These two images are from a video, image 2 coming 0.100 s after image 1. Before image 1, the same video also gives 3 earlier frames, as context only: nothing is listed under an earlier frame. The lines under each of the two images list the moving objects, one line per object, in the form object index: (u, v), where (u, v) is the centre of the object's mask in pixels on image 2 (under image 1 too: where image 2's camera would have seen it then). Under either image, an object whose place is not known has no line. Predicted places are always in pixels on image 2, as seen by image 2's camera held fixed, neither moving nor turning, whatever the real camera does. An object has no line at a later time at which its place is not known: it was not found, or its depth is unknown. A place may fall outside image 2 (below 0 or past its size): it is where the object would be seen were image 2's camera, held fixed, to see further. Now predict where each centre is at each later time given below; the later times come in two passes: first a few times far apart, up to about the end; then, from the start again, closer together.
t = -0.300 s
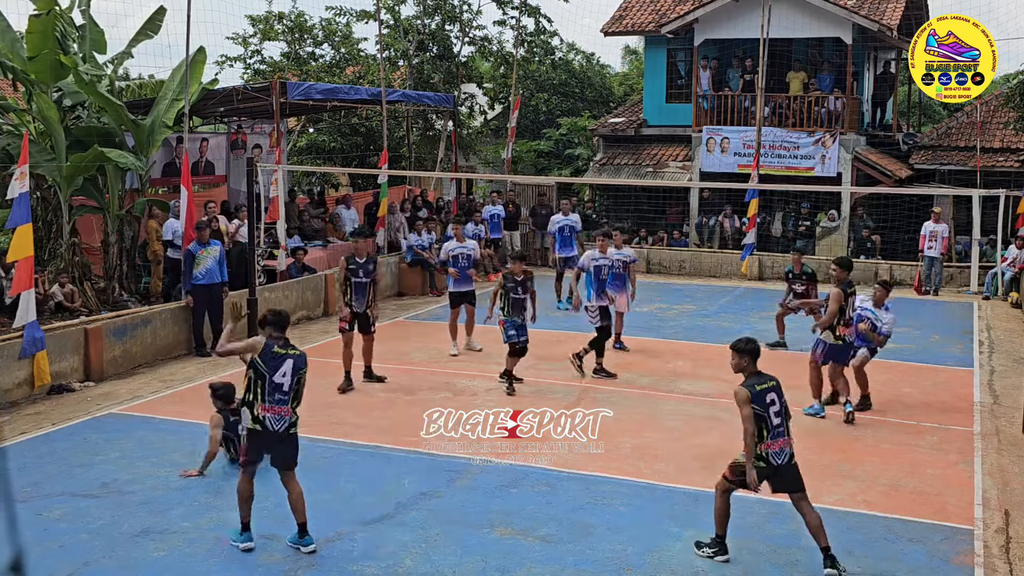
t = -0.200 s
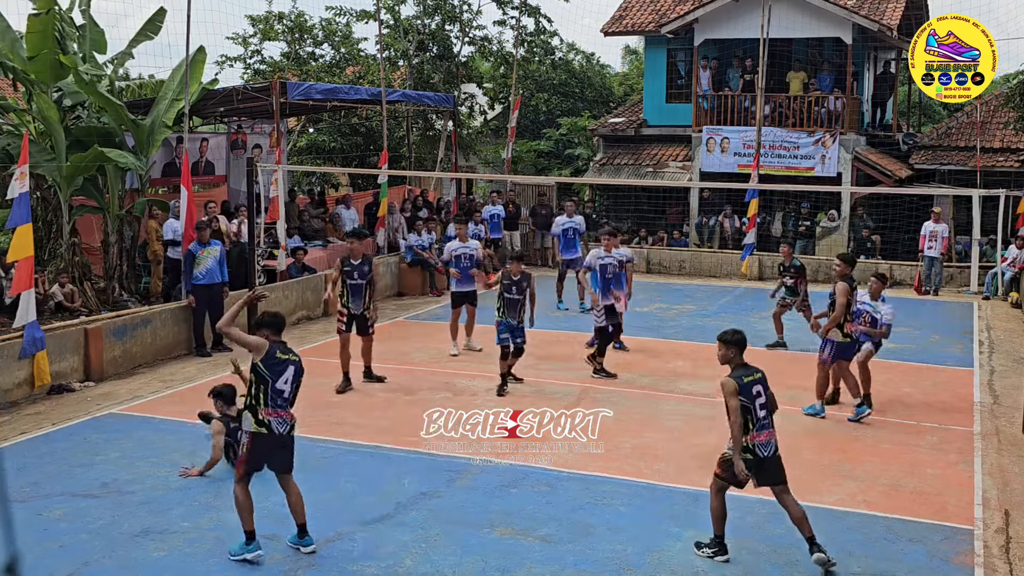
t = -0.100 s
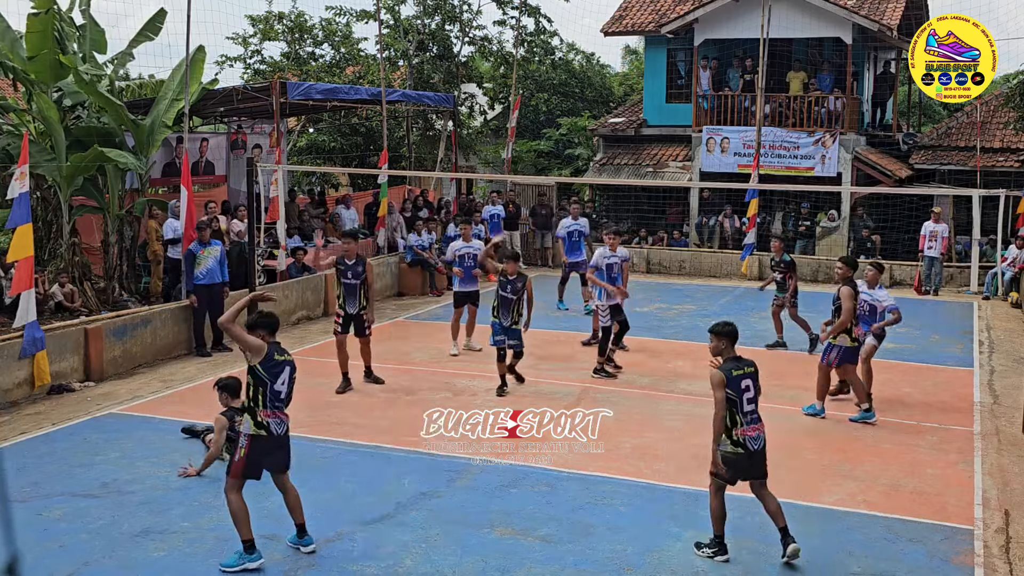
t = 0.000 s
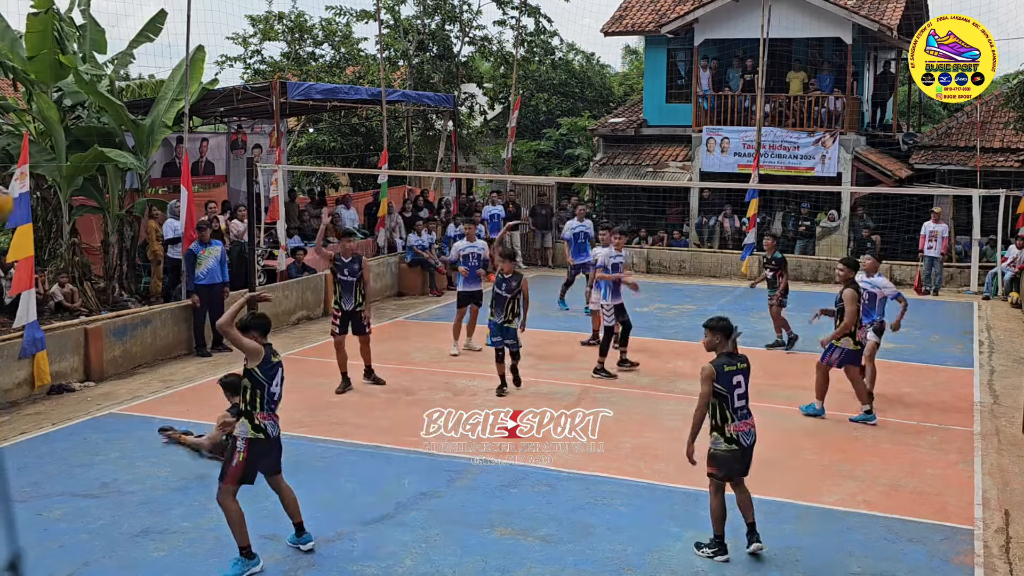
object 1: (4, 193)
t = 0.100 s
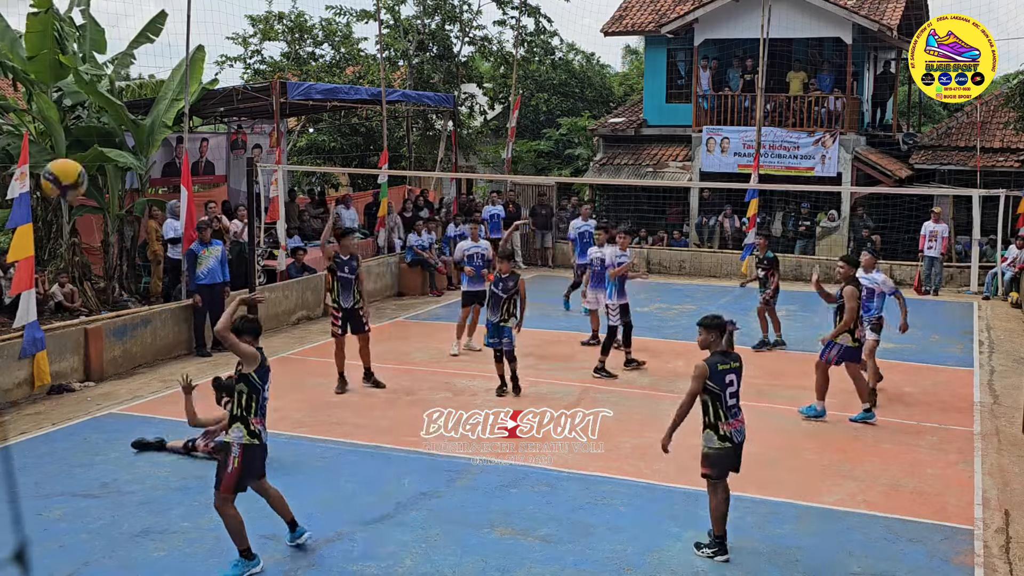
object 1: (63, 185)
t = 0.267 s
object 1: (211, 179)
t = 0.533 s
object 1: (565, 316)
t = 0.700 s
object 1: (944, 561)
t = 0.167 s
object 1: (120, 170)
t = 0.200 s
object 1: (145, 169)
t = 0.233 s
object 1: (189, 169)
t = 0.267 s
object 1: (211, 179)
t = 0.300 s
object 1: (249, 180)
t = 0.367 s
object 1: (323, 198)
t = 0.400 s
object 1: (368, 214)
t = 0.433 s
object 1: (407, 232)
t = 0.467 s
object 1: (462, 256)
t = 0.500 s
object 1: (525, 284)
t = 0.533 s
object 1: (565, 316)
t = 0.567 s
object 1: (631, 352)
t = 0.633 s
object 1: (762, 448)
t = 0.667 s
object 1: (852, 509)
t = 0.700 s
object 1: (944, 561)
